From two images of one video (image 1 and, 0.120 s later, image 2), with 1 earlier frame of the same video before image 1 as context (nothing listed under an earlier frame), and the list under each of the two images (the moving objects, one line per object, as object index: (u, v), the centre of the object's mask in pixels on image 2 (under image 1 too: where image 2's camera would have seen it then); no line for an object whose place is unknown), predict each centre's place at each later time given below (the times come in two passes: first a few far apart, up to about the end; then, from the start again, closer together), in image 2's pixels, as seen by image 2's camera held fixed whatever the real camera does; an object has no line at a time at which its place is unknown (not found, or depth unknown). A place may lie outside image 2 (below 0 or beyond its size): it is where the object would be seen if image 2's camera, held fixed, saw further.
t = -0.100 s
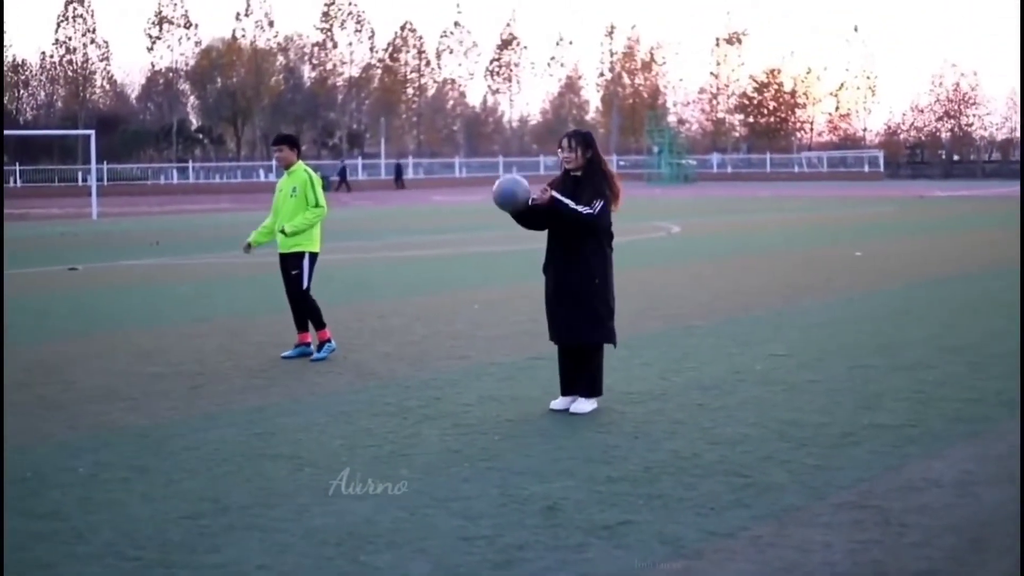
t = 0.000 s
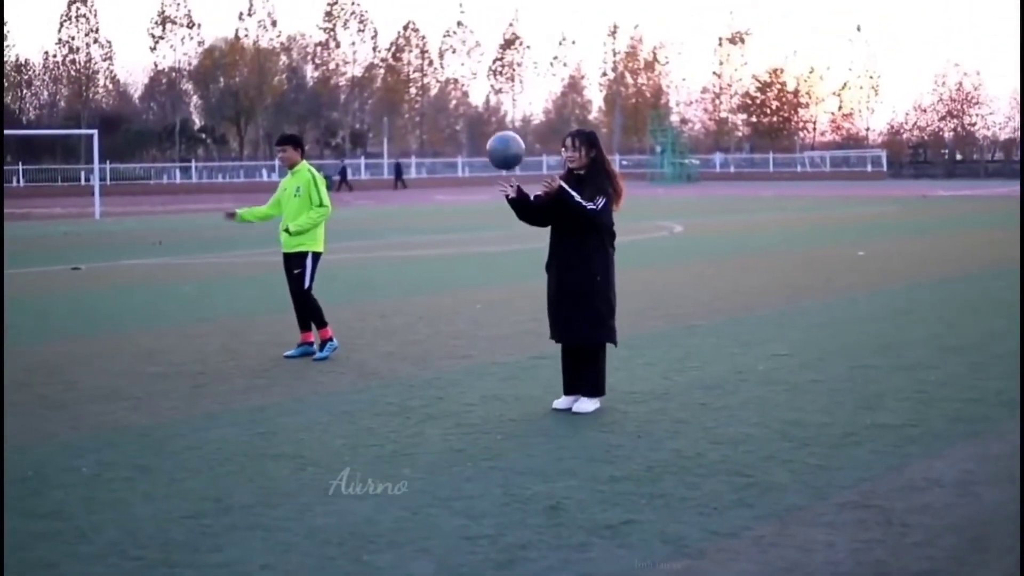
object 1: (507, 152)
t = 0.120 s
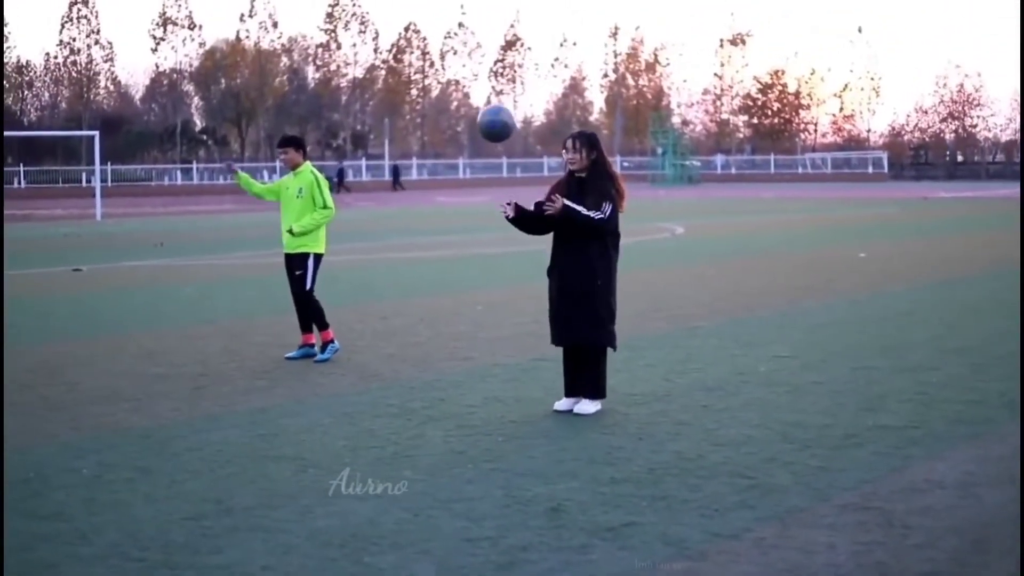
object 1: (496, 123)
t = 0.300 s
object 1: (481, 126)
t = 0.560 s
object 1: (462, 232)
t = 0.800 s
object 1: (447, 409)
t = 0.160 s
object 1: (493, 120)
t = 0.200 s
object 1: (489, 118)
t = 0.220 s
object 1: (488, 118)
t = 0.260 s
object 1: (485, 121)
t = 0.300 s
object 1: (481, 126)
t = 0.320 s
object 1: (480, 130)
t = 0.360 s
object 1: (477, 139)
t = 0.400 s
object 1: (474, 152)
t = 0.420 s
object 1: (472, 160)
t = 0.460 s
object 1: (469, 177)
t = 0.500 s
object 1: (466, 197)
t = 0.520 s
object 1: (465, 208)
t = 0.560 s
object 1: (462, 232)
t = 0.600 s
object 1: (459, 260)
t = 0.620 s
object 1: (458, 274)
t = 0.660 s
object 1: (455, 306)
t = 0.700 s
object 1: (453, 340)
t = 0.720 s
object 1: (451, 358)
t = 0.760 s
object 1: (449, 397)
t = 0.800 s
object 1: (447, 409)
